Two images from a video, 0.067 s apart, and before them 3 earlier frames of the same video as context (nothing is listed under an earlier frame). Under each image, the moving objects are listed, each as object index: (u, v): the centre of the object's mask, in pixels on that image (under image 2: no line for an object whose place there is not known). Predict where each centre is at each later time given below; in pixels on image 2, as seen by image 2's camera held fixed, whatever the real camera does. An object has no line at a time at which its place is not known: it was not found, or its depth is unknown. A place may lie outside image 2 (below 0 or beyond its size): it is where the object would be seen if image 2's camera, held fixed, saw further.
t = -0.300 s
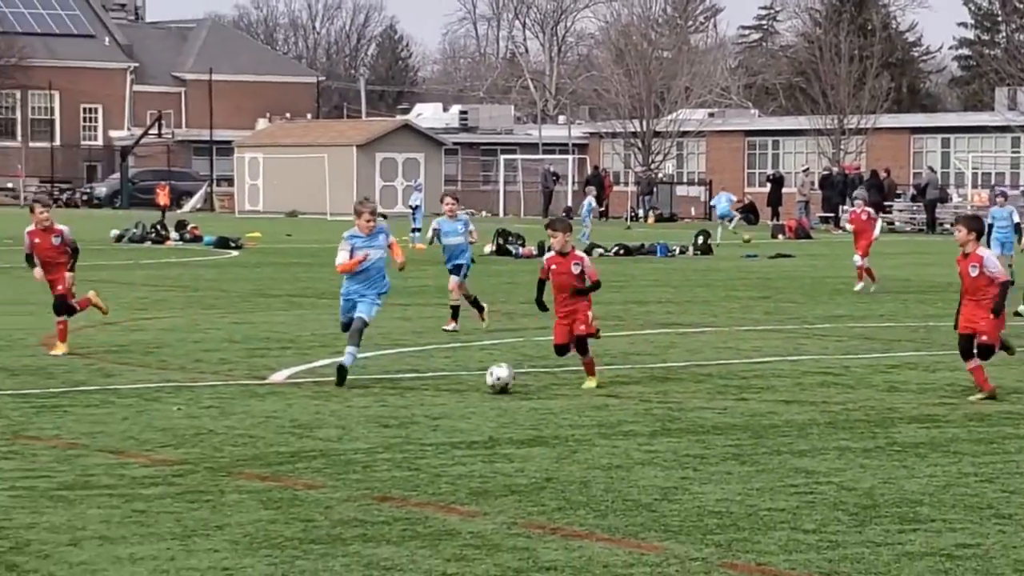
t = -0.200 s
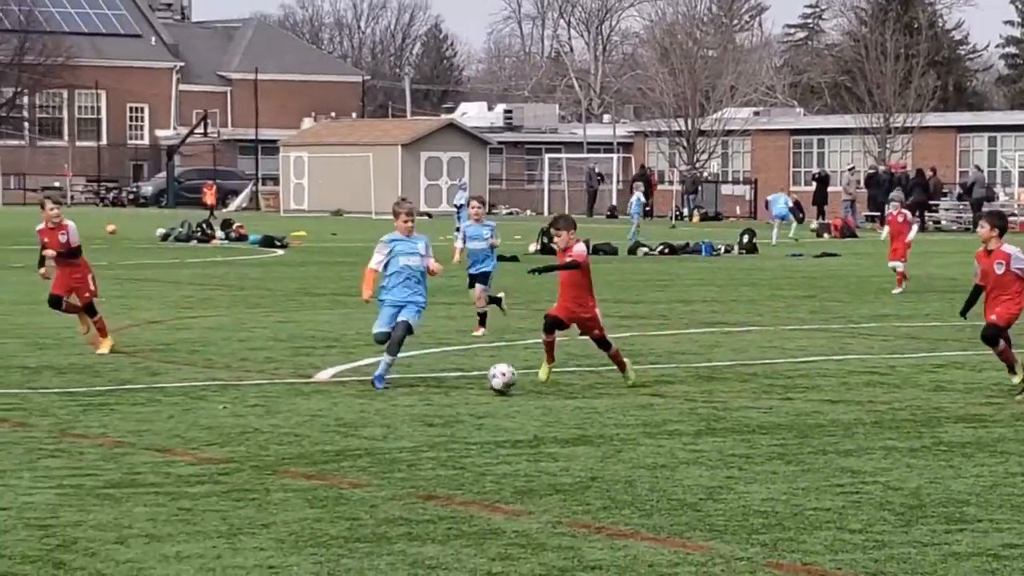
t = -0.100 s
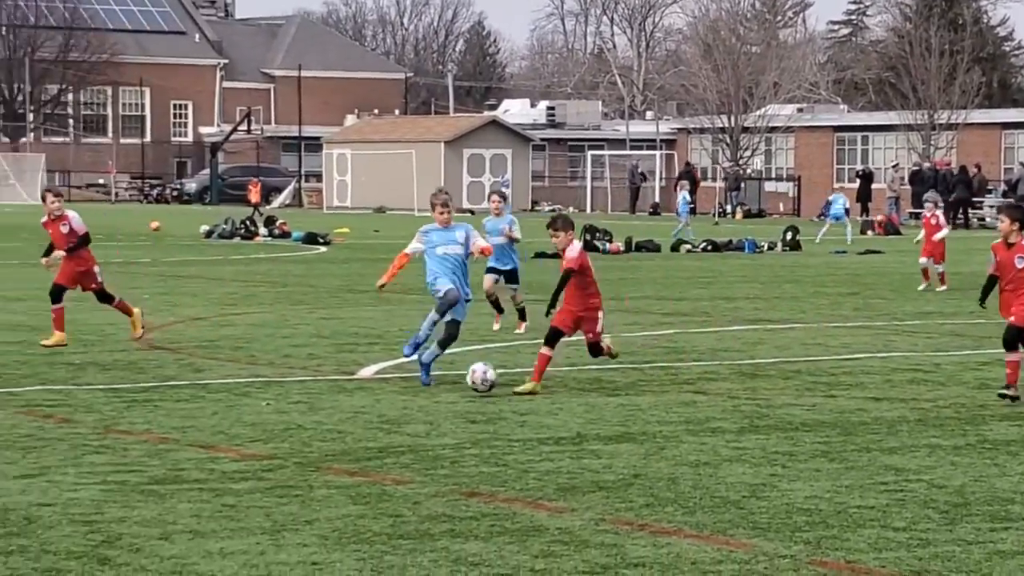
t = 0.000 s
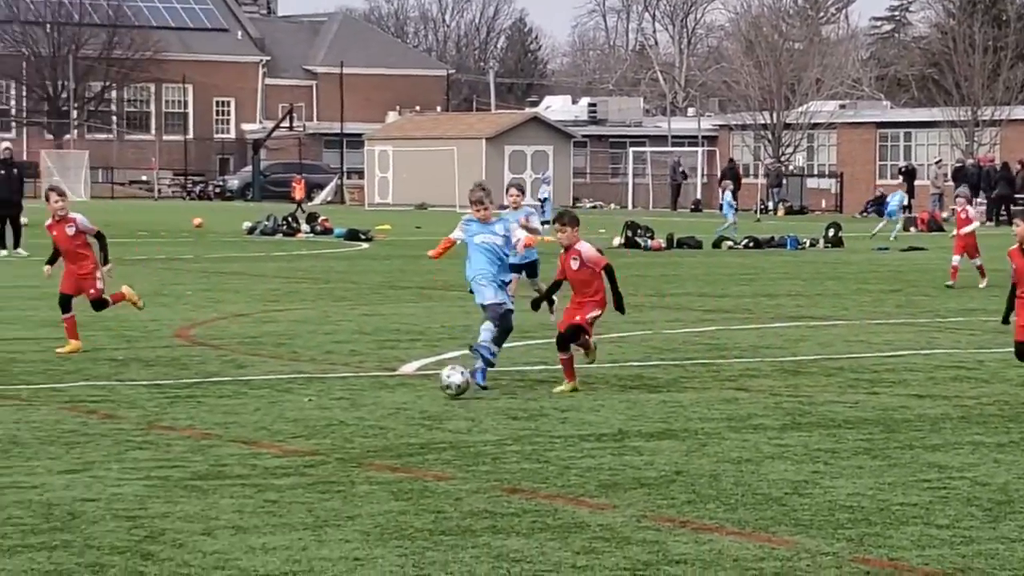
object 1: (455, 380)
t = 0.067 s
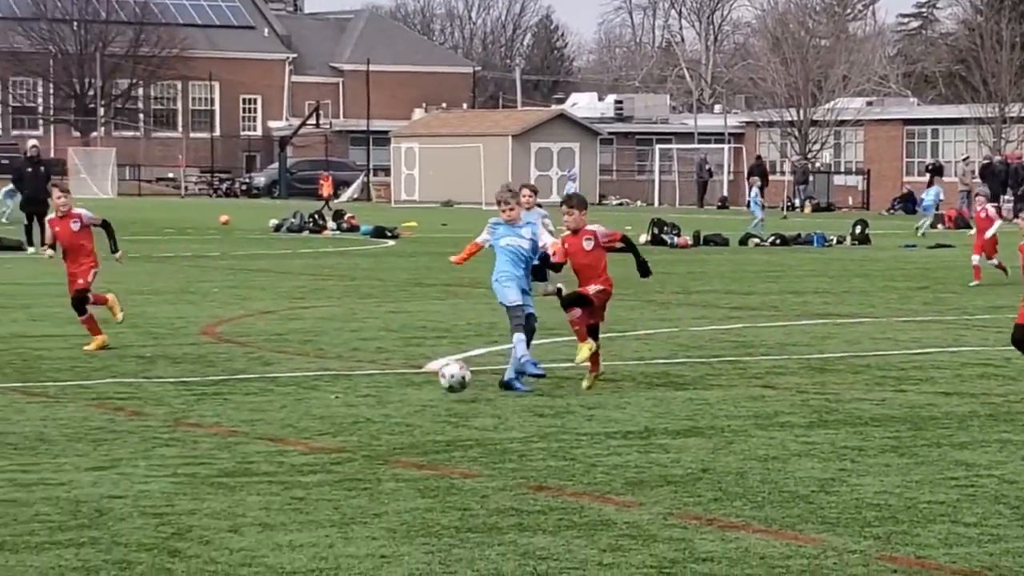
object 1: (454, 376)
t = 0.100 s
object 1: (442, 373)
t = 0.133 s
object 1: (430, 371)
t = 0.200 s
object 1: (404, 372)
